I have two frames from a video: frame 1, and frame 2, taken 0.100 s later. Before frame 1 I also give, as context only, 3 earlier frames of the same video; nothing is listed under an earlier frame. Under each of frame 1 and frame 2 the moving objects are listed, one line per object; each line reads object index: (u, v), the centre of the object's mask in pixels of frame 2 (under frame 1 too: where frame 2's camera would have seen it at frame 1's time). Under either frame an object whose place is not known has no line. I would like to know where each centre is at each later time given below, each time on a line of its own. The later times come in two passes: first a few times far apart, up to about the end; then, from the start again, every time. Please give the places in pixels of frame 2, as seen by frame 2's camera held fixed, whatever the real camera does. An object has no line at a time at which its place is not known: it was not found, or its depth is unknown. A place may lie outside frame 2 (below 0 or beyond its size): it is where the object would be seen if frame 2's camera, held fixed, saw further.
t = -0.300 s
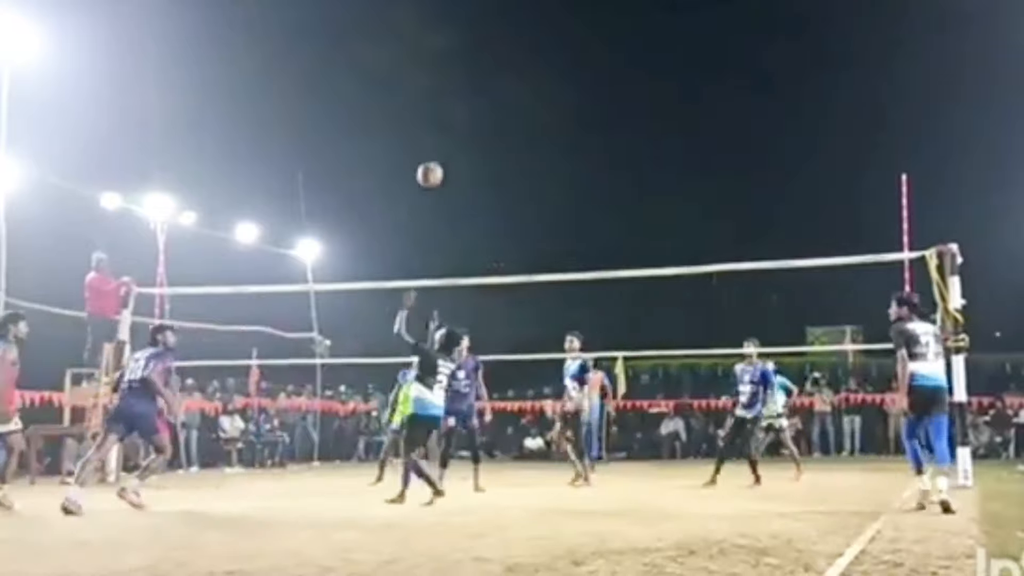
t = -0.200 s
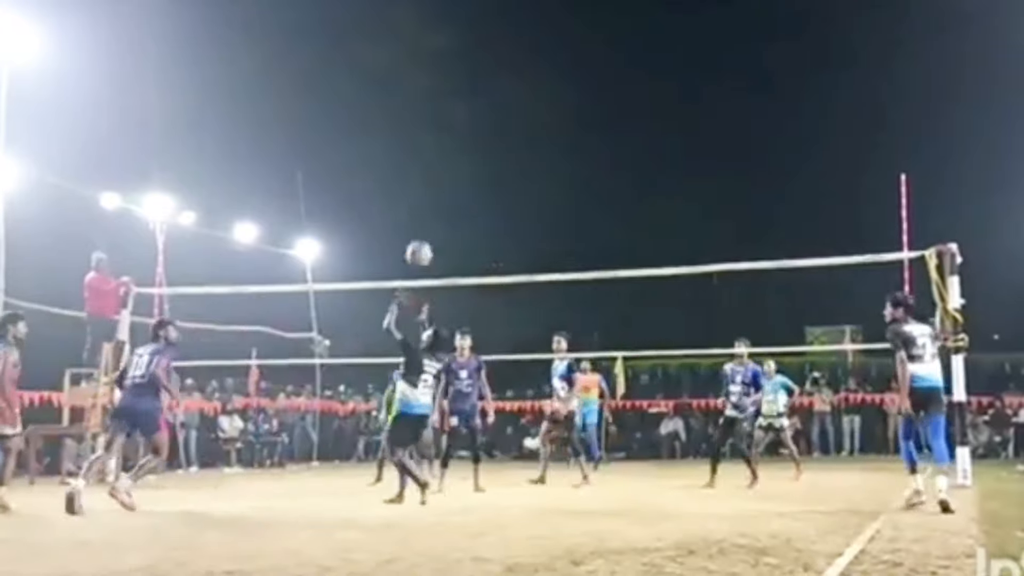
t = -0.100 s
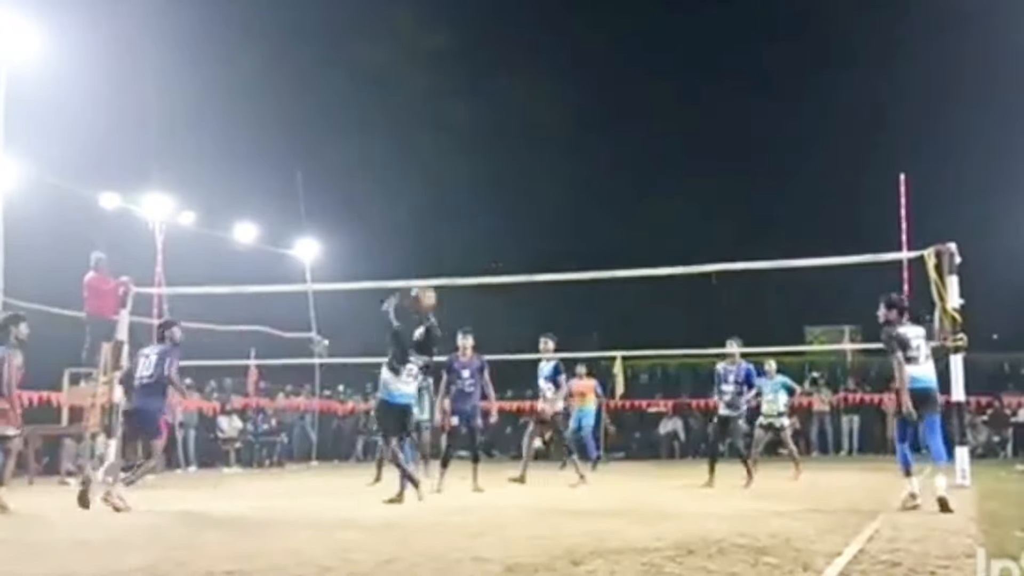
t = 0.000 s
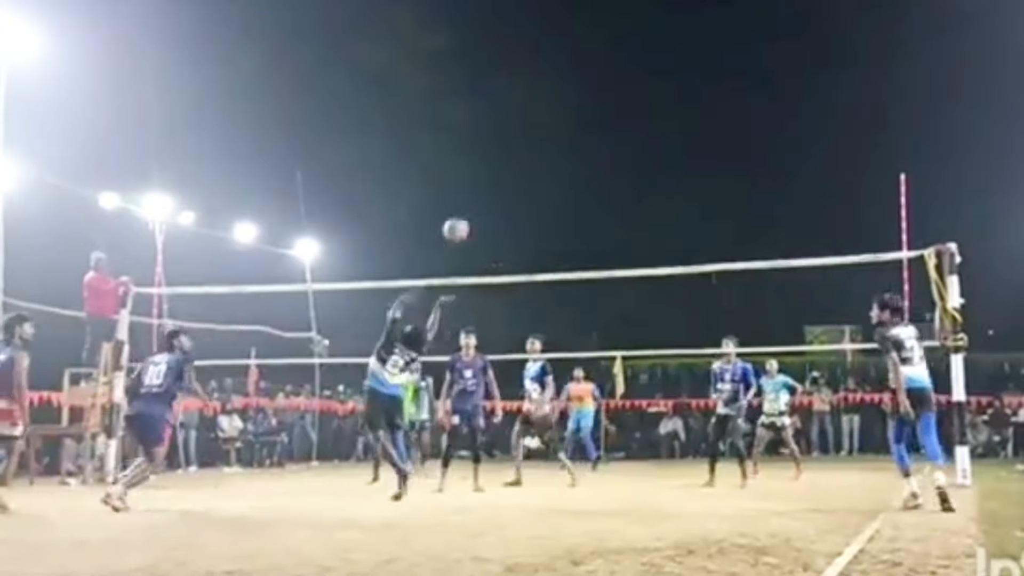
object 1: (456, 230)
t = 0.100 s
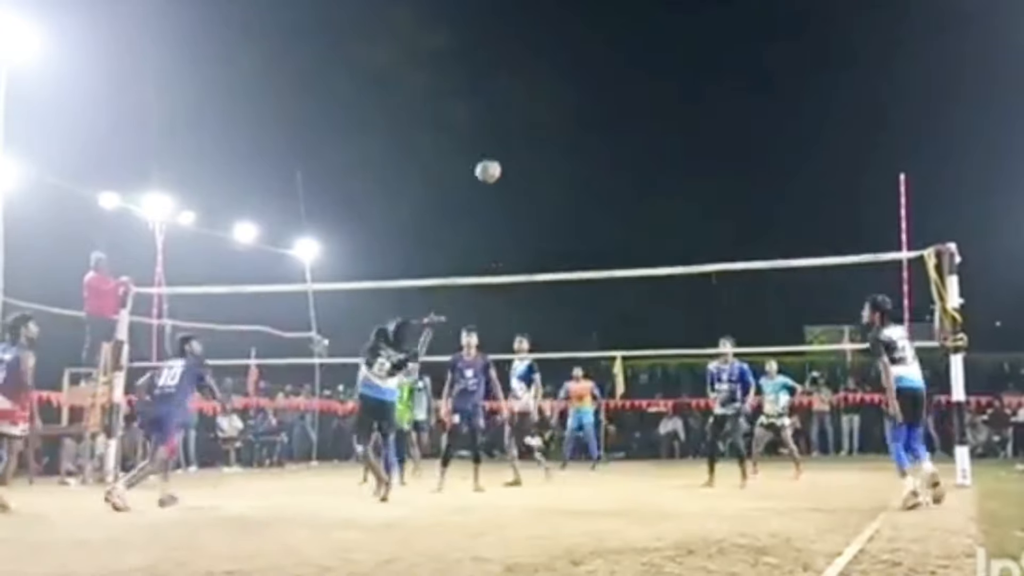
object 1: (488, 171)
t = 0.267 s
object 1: (536, 103)
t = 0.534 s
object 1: (605, 54)
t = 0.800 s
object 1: (670, 74)
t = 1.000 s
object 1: (715, 132)
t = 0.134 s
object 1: (498, 155)
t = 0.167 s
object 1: (507, 140)
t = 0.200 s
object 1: (517, 127)
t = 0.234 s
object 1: (527, 114)
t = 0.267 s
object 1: (536, 103)
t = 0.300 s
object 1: (545, 92)
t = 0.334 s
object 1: (554, 83)
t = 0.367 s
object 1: (563, 76)
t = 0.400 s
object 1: (572, 69)
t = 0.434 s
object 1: (581, 63)
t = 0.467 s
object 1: (589, 59)
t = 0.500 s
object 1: (597, 56)
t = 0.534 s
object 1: (605, 54)
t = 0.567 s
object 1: (614, 53)
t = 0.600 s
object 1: (623, 53)
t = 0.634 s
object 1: (630, 54)
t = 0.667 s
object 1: (638, 56)
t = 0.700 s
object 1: (646, 58)
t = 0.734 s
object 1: (654, 63)
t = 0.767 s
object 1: (662, 68)
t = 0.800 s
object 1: (670, 74)
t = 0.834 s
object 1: (678, 81)
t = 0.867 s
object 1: (685, 90)
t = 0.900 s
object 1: (693, 99)
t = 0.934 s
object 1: (700, 109)
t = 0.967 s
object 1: (707, 120)
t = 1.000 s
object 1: (715, 132)
